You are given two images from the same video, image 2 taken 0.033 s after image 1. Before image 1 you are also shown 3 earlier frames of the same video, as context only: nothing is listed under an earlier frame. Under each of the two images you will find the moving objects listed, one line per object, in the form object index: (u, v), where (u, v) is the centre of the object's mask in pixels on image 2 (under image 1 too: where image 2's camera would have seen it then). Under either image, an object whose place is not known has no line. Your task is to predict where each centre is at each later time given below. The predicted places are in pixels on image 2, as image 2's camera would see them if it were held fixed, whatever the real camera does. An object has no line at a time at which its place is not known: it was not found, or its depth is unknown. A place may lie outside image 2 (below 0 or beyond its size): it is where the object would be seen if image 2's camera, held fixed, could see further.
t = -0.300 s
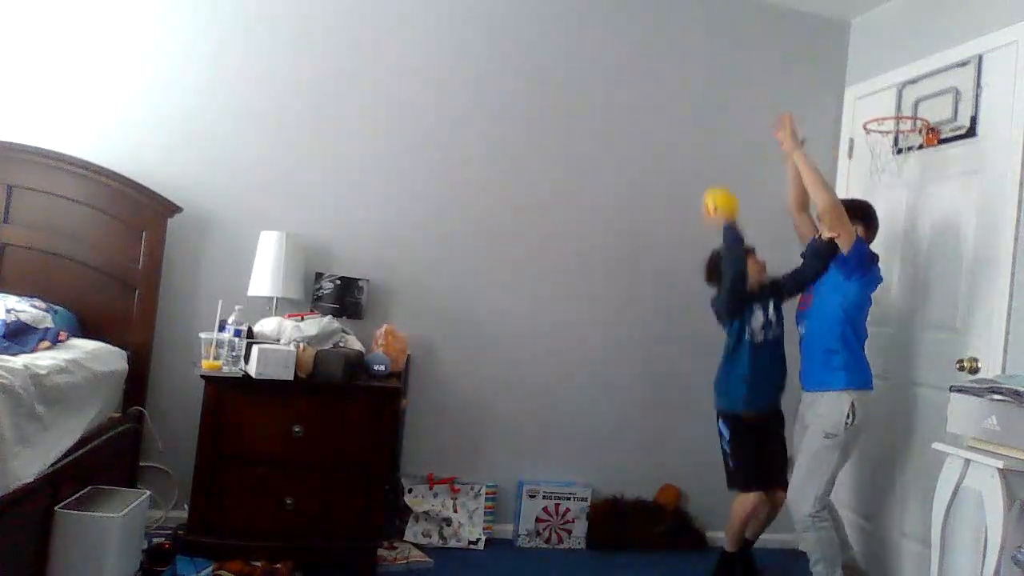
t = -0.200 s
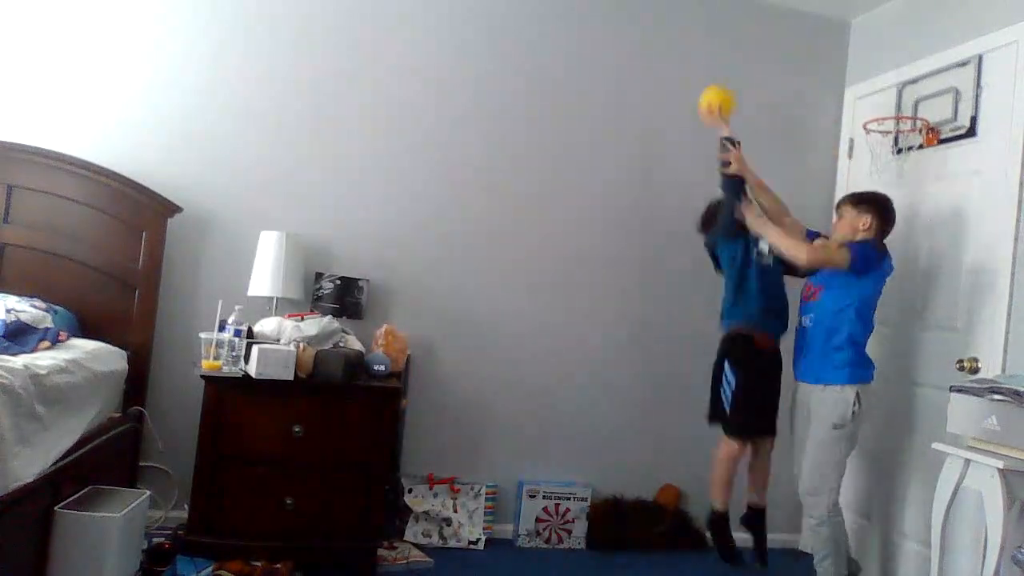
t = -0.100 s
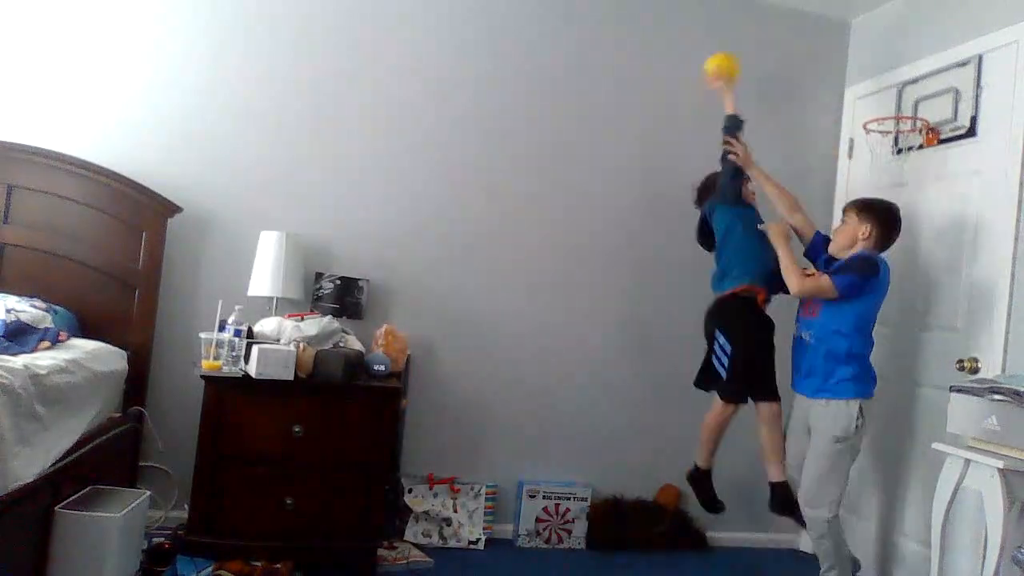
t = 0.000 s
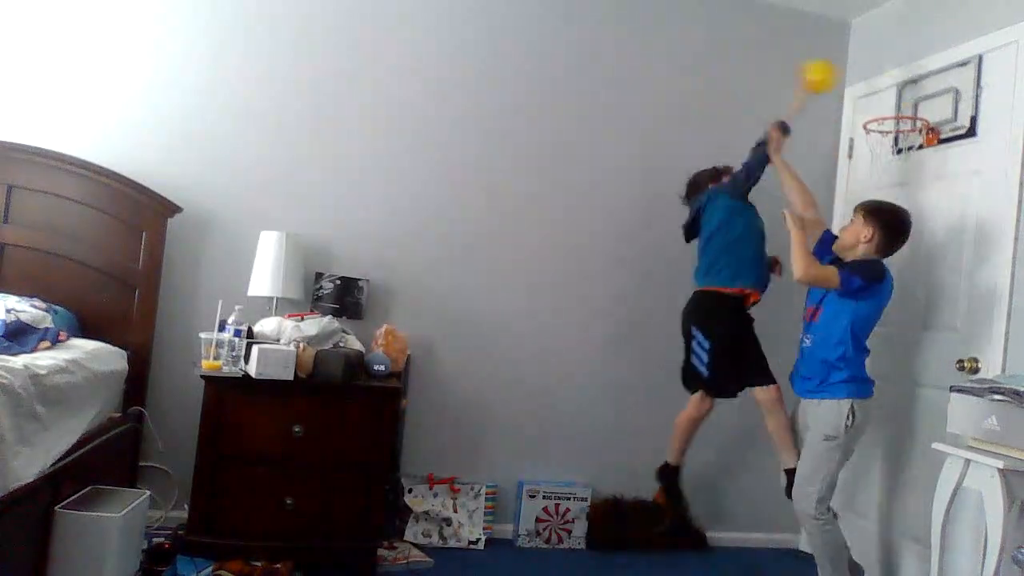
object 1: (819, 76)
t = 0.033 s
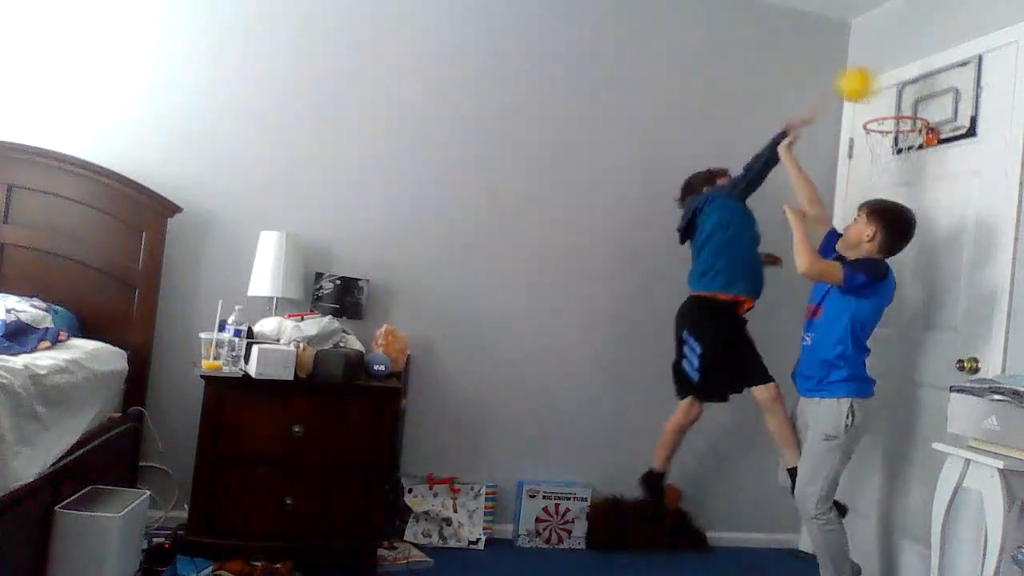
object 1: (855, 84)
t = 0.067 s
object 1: (894, 95)
